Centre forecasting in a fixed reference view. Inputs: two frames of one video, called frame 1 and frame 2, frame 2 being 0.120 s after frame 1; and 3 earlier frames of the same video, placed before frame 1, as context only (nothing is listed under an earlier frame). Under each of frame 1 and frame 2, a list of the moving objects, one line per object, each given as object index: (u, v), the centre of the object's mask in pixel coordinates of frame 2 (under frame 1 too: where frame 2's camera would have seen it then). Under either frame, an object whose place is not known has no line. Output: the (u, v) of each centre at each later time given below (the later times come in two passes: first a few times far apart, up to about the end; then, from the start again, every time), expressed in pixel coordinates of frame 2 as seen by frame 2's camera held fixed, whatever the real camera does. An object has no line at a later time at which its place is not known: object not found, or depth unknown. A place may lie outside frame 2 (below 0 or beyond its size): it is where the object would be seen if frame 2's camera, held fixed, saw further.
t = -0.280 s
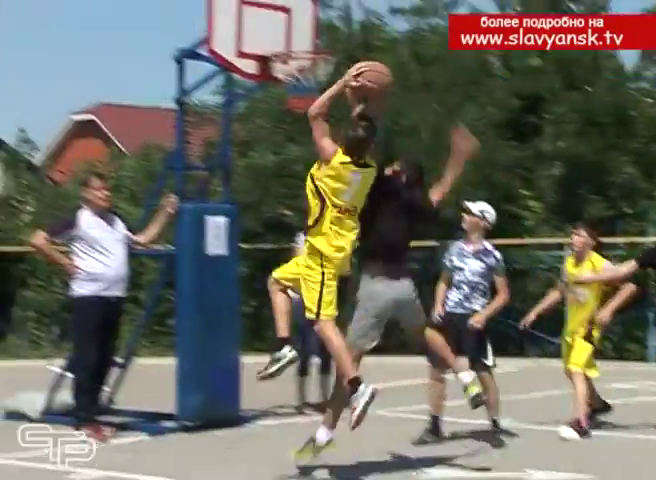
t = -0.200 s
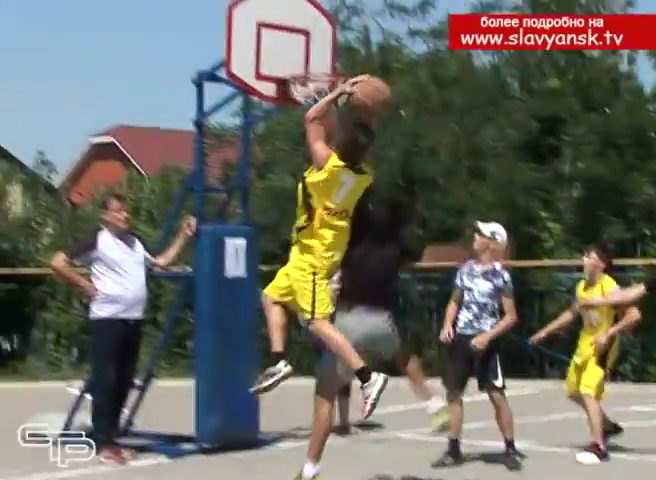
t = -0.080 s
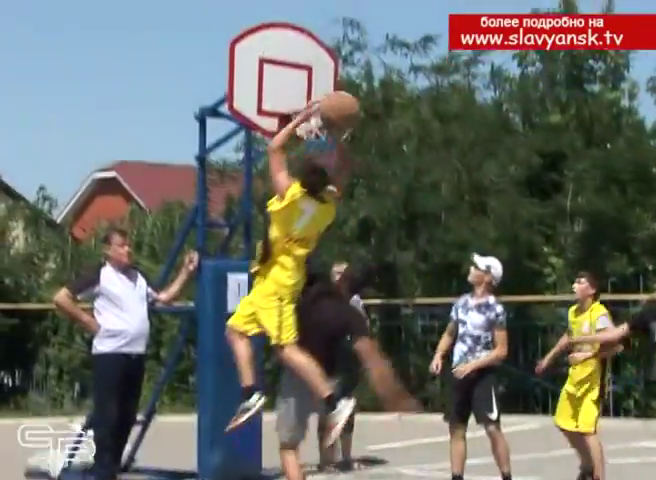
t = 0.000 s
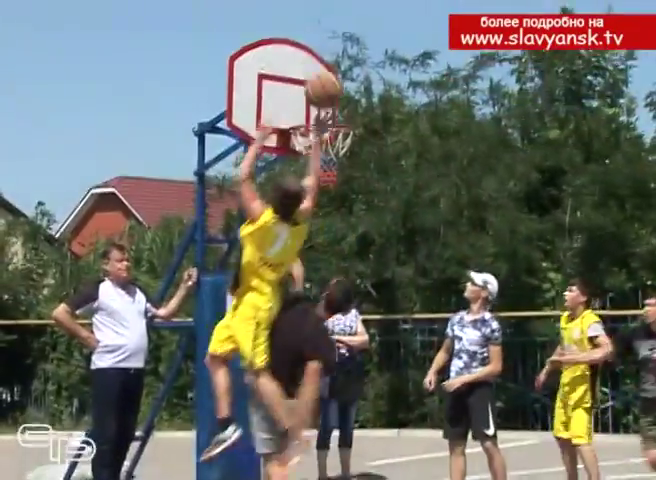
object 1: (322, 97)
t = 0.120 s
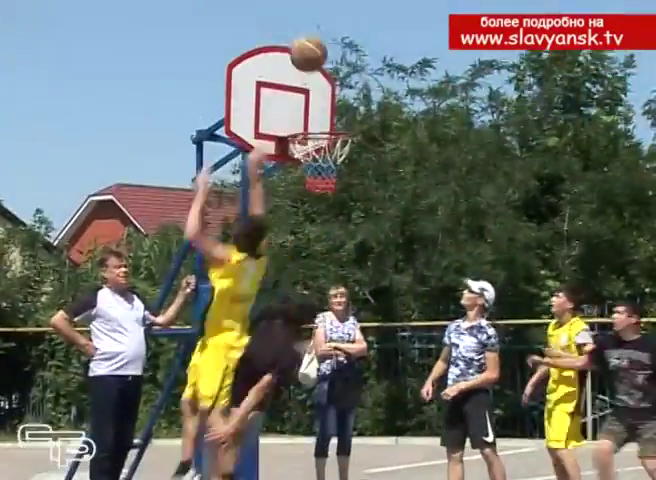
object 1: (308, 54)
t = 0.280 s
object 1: (293, 33)
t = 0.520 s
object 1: (273, 65)
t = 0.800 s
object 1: (257, 139)
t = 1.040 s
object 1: (208, 212)
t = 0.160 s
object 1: (304, 44)
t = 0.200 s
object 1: (300, 38)
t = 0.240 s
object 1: (297, 34)
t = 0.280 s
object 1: (293, 33)
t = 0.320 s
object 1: (289, 33)
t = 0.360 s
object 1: (286, 34)
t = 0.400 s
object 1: (283, 39)
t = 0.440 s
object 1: (279, 46)
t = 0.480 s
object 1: (276, 56)
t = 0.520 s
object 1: (273, 65)
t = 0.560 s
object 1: (270, 77)
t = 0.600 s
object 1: (267, 92)
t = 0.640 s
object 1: (264, 108)
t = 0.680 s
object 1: (267, 124)
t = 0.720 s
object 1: (273, 132)
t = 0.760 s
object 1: (265, 134)
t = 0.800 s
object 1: (257, 139)
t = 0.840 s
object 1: (249, 145)
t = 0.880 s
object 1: (241, 155)
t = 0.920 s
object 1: (233, 167)
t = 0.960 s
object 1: (224, 181)
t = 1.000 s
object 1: (218, 195)
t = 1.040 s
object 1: (208, 212)
